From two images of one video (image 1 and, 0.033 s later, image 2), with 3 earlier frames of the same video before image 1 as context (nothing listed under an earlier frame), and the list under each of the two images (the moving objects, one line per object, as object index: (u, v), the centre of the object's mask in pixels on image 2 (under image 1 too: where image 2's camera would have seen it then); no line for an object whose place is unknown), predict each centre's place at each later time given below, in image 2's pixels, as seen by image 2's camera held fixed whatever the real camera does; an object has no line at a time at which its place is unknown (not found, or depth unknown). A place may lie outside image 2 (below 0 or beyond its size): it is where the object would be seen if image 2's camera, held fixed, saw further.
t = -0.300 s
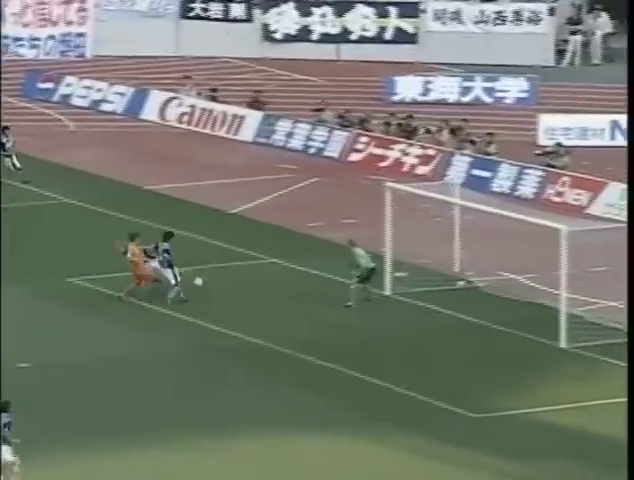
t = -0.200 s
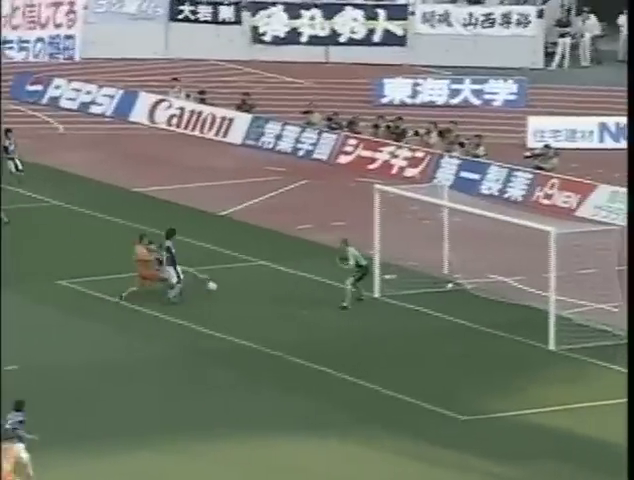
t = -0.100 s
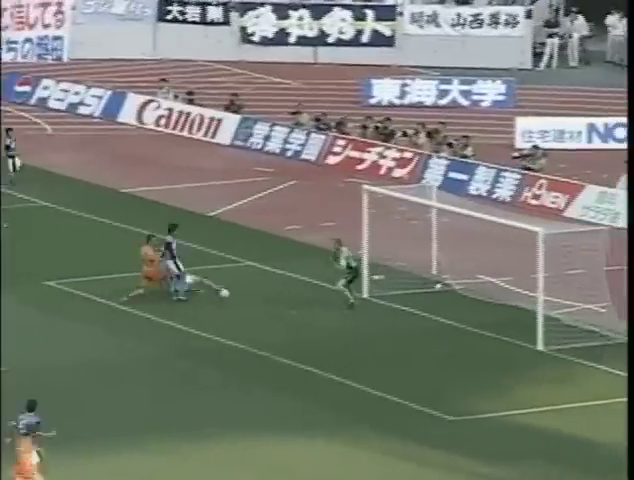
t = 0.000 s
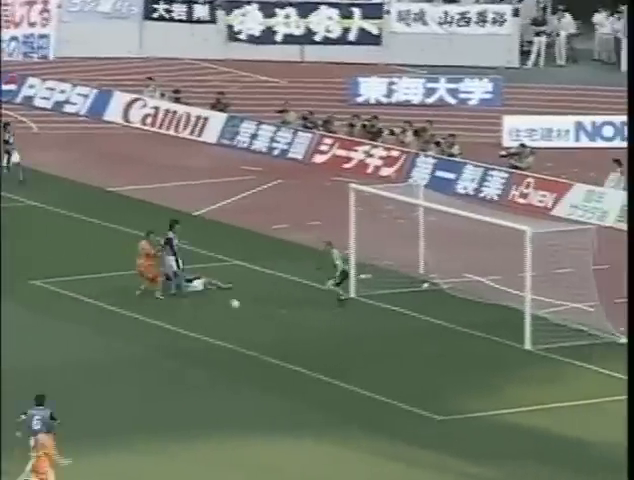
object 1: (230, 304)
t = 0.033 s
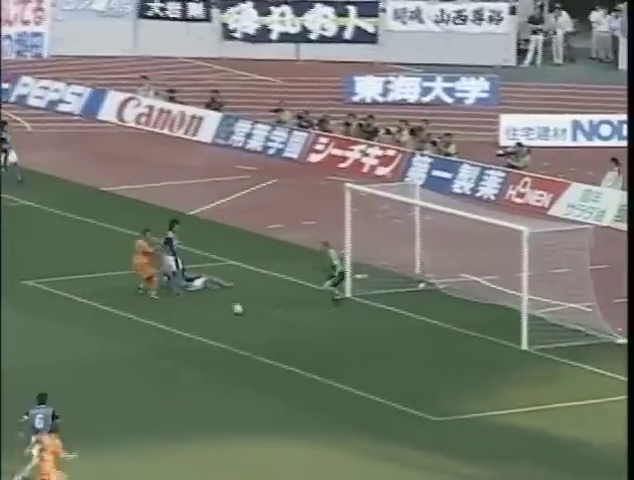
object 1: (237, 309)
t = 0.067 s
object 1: (245, 310)
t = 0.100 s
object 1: (253, 309)
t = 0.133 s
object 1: (261, 309)
